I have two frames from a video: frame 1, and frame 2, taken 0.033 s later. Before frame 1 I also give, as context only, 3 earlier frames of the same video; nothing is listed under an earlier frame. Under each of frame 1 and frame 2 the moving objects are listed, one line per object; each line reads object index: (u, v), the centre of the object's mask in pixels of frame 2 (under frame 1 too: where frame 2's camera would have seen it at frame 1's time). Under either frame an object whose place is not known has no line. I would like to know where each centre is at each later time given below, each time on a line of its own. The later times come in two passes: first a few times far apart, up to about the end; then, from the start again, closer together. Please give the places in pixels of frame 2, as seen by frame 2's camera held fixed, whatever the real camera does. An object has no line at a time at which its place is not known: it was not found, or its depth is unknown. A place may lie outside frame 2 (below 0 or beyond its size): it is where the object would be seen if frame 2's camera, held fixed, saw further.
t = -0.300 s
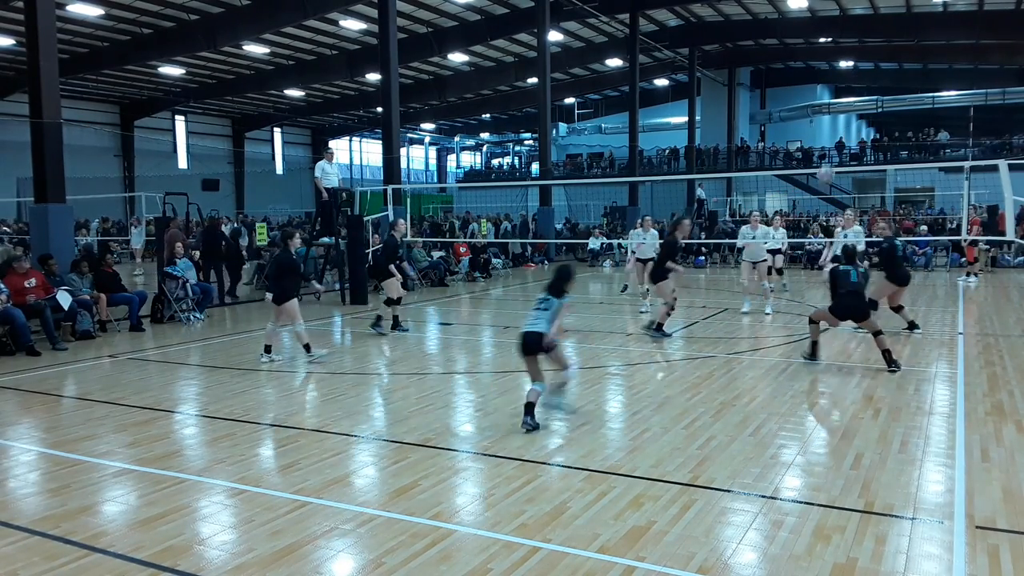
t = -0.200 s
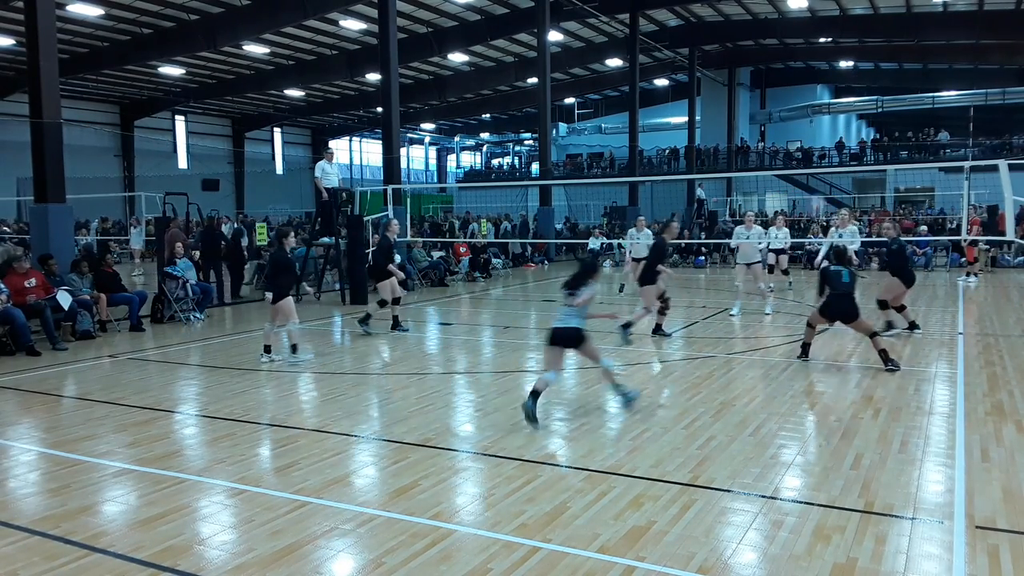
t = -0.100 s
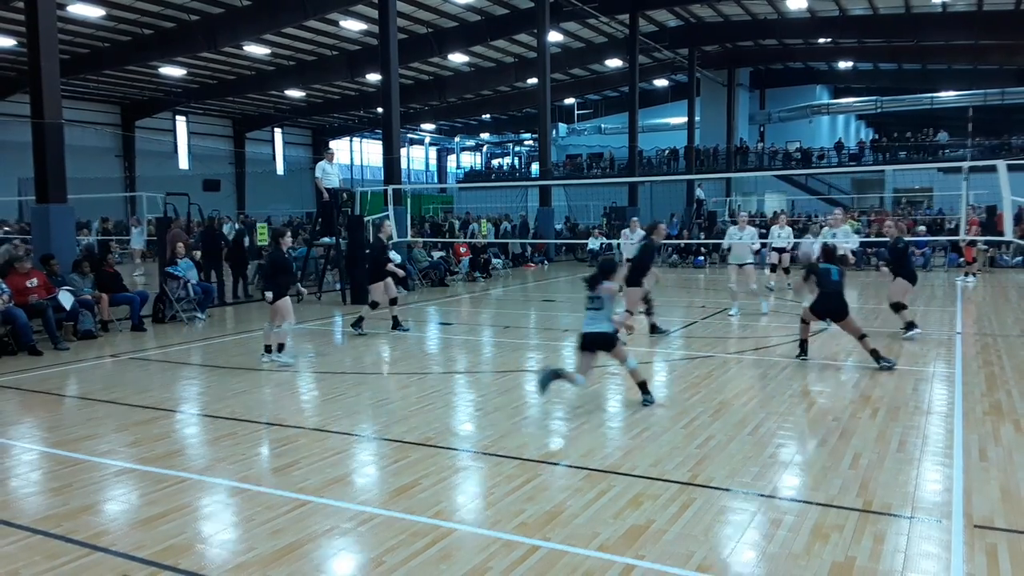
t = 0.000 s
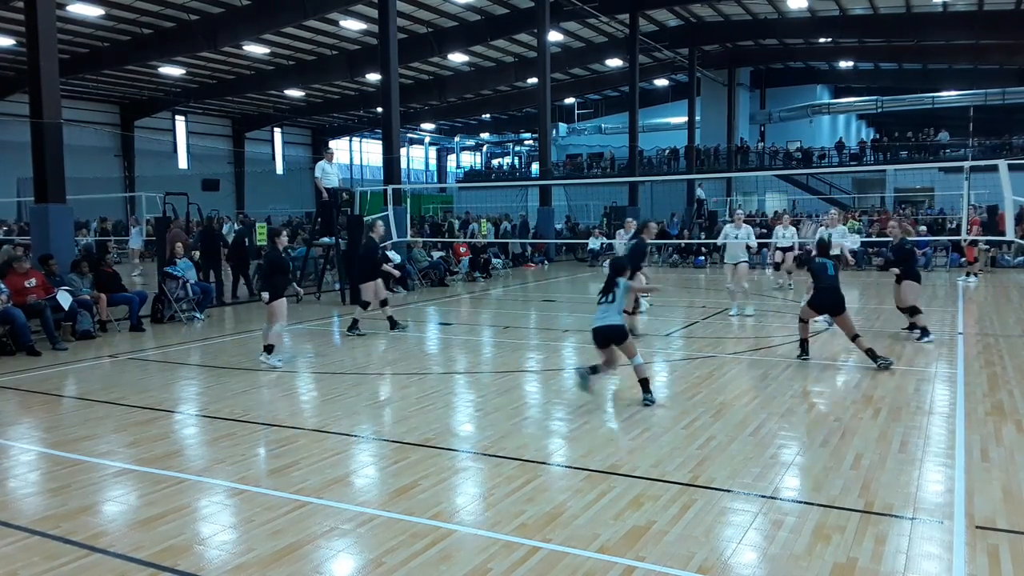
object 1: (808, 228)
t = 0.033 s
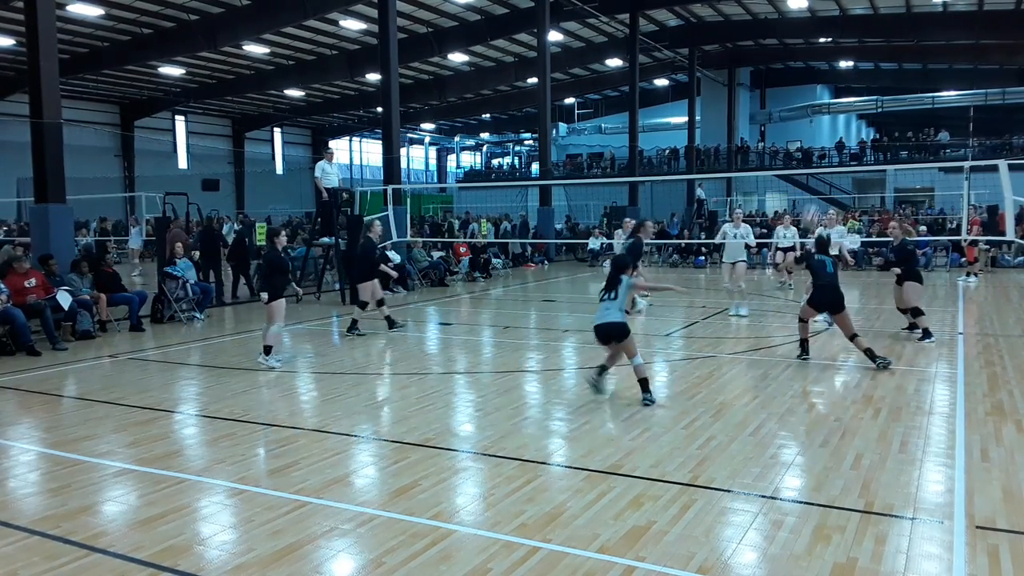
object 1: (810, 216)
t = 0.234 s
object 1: (825, 137)
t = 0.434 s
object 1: (839, 88)
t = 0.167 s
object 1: (820, 158)
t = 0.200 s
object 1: (822, 148)
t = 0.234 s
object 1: (825, 137)
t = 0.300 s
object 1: (830, 114)
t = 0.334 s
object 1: (833, 108)
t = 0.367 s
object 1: (834, 100)
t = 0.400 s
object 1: (836, 92)
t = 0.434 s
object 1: (839, 88)
